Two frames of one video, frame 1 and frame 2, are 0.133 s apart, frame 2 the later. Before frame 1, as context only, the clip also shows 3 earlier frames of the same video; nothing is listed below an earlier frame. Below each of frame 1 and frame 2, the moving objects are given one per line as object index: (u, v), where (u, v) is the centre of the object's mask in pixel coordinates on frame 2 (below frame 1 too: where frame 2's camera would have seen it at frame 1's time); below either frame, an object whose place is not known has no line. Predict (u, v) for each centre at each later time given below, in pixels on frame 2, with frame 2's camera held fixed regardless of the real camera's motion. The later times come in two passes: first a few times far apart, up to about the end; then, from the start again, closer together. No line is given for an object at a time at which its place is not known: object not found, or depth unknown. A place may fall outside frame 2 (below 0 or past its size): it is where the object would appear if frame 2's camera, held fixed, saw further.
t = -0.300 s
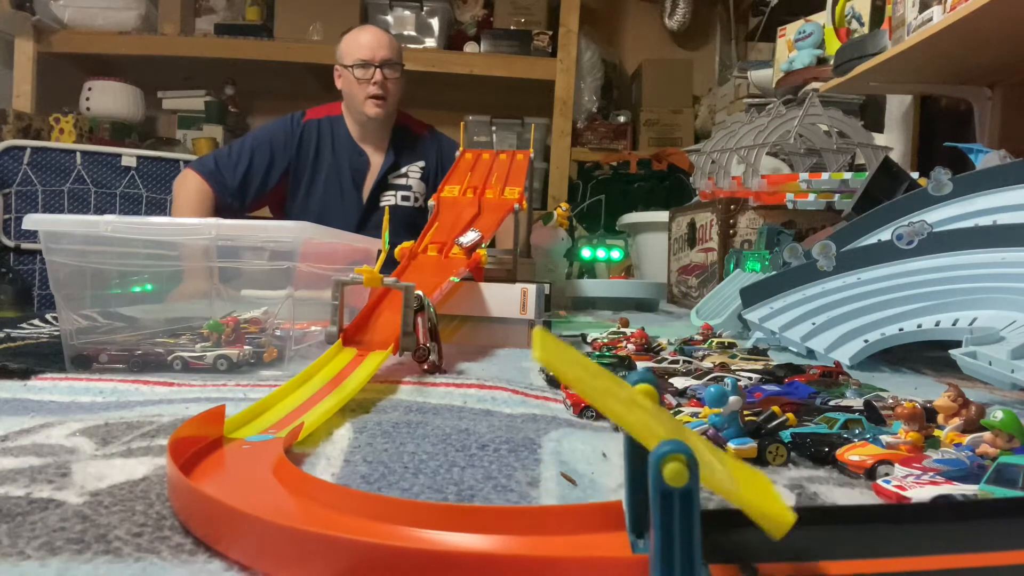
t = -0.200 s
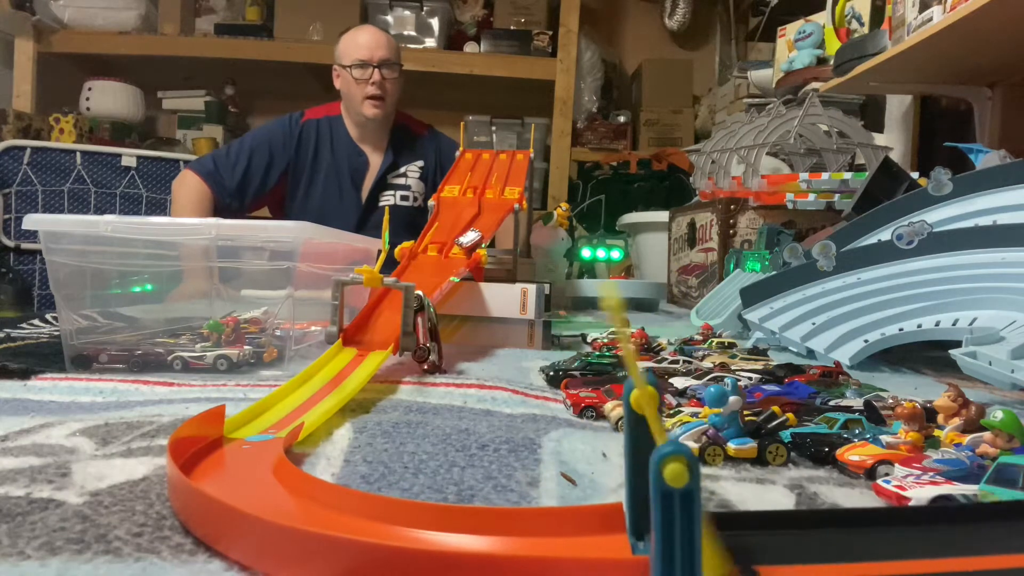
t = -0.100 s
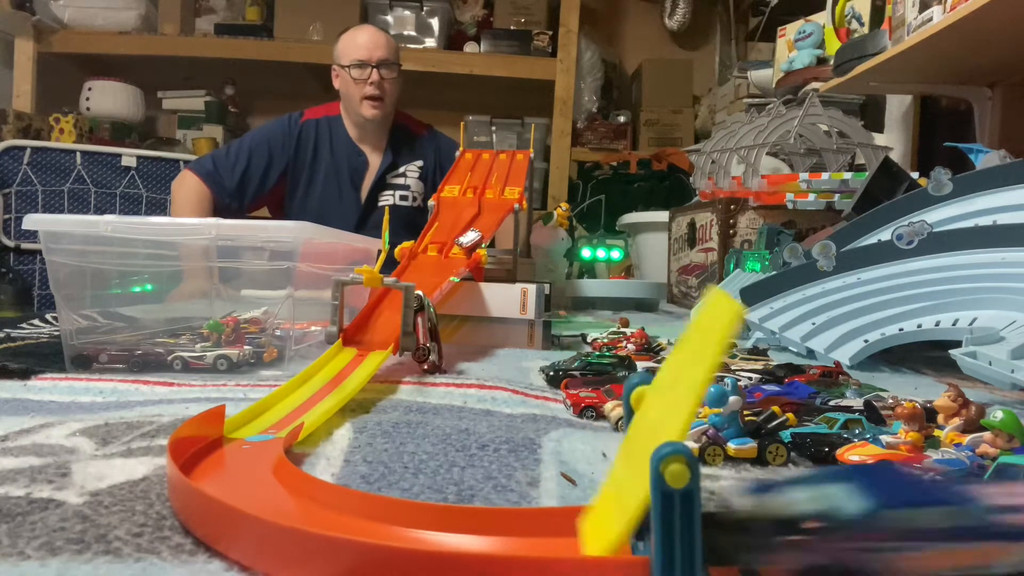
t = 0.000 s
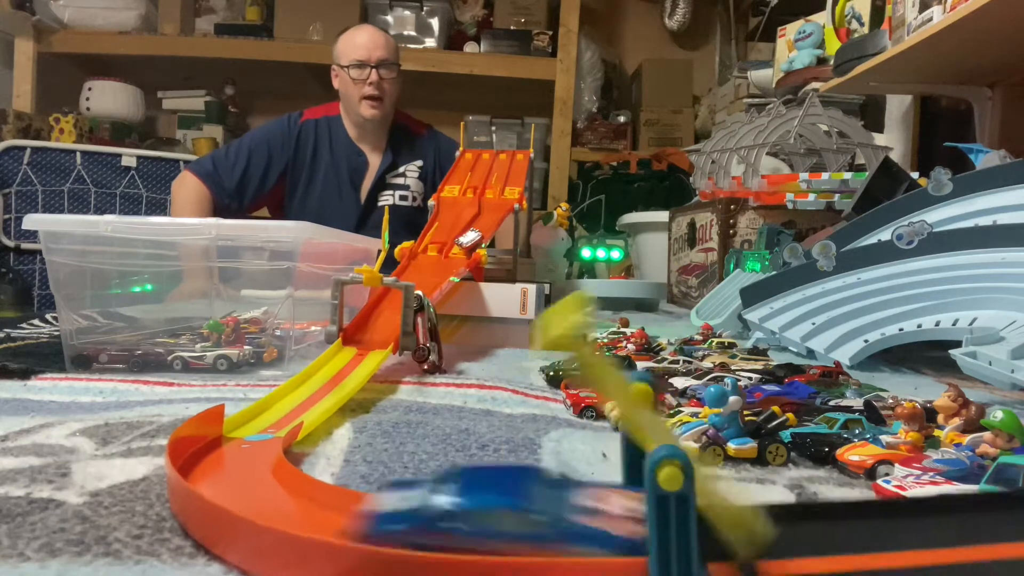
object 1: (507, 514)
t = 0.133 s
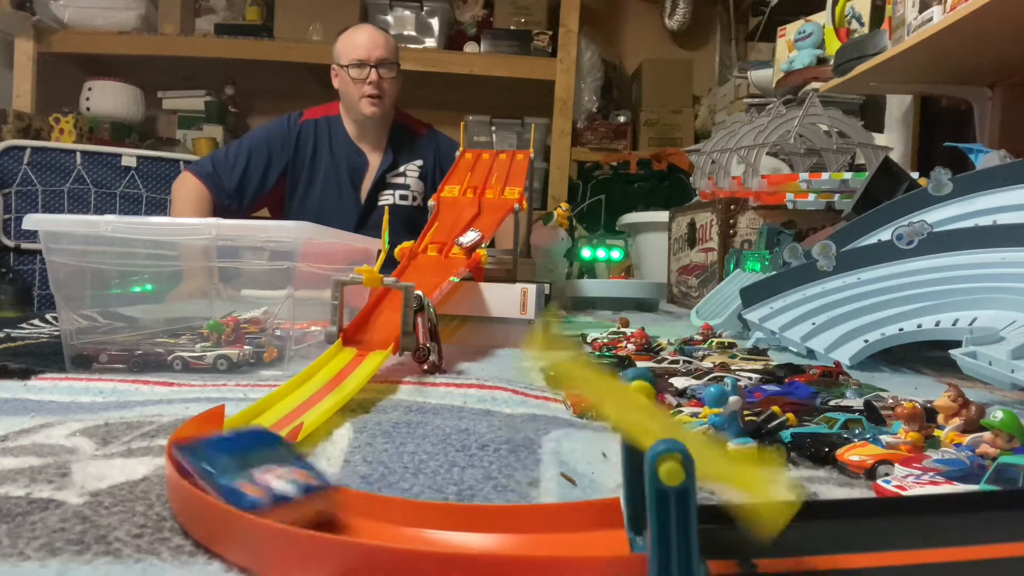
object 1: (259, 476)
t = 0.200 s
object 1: (228, 452)
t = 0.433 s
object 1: (294, 394)
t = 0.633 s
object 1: (339, 366)
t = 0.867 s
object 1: (350, 357)
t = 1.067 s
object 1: (338, 367)
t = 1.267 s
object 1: (305, 387)
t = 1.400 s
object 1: (280, 400)
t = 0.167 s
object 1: (238, 465)
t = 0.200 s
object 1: (228, 452)
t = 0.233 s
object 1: (227, 443)
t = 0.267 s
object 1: (233, 433)
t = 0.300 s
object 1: (244, 424)
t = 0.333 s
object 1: (257, 414)
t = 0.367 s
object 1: (271, 406)
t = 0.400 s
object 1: (284, 399)
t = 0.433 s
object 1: (294, 394)
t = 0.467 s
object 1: (302, 389)
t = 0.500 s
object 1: (311, 382)
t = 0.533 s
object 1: (319, 377)
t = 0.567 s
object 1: (326, 373)
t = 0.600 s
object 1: (333, 369)
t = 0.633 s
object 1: (339, 366)
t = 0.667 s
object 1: (342, 363)
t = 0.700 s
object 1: (346, 361)
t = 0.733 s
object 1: (349, 358)
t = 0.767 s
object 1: (350, 357)
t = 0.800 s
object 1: (351, 357)
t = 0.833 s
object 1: (351, 357)
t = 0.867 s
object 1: (350, 357)
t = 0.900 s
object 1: (350, 357)
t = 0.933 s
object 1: (348, 359)
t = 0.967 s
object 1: (346, 360)
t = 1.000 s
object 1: (344, 361)
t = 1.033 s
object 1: (341, 364)
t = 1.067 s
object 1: (338, 367)
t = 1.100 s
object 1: (333, 369)
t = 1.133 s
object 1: (329, 372)
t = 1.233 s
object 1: (311, 382)
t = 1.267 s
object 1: (305, 387)
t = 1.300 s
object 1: (298, 391)
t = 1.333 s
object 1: (290, 395)
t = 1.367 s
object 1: (281, 399)
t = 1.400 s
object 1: (280, 400)
